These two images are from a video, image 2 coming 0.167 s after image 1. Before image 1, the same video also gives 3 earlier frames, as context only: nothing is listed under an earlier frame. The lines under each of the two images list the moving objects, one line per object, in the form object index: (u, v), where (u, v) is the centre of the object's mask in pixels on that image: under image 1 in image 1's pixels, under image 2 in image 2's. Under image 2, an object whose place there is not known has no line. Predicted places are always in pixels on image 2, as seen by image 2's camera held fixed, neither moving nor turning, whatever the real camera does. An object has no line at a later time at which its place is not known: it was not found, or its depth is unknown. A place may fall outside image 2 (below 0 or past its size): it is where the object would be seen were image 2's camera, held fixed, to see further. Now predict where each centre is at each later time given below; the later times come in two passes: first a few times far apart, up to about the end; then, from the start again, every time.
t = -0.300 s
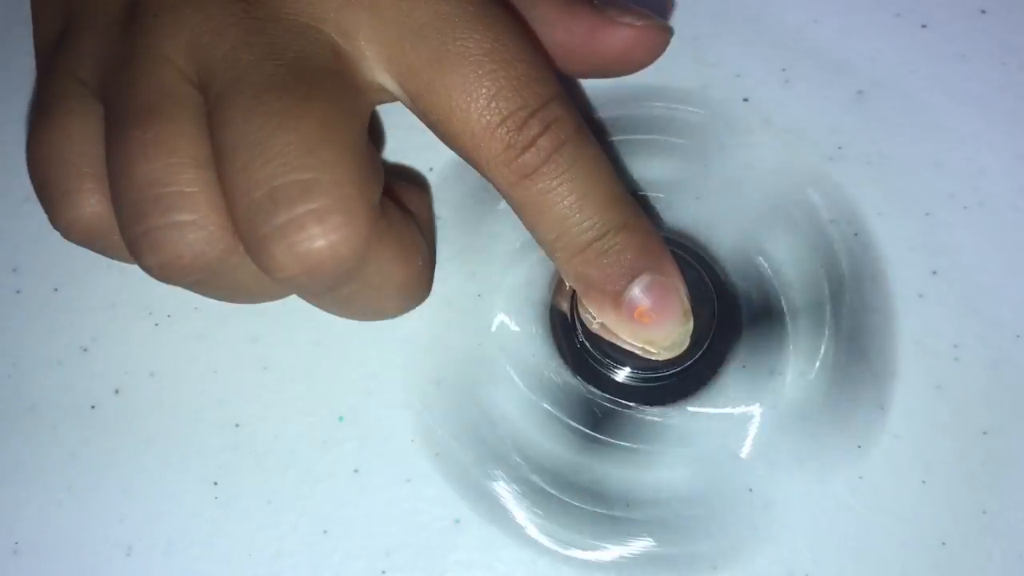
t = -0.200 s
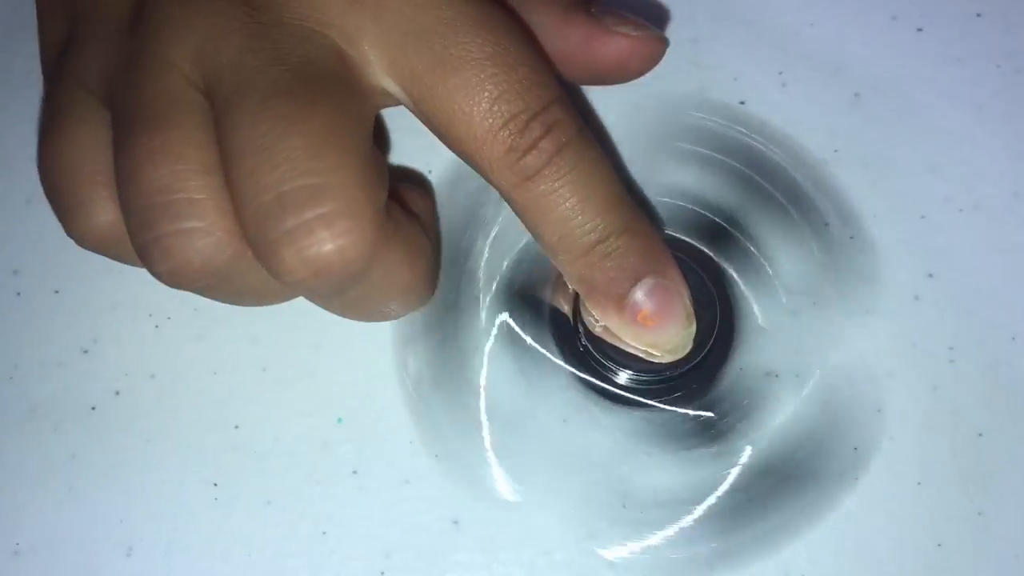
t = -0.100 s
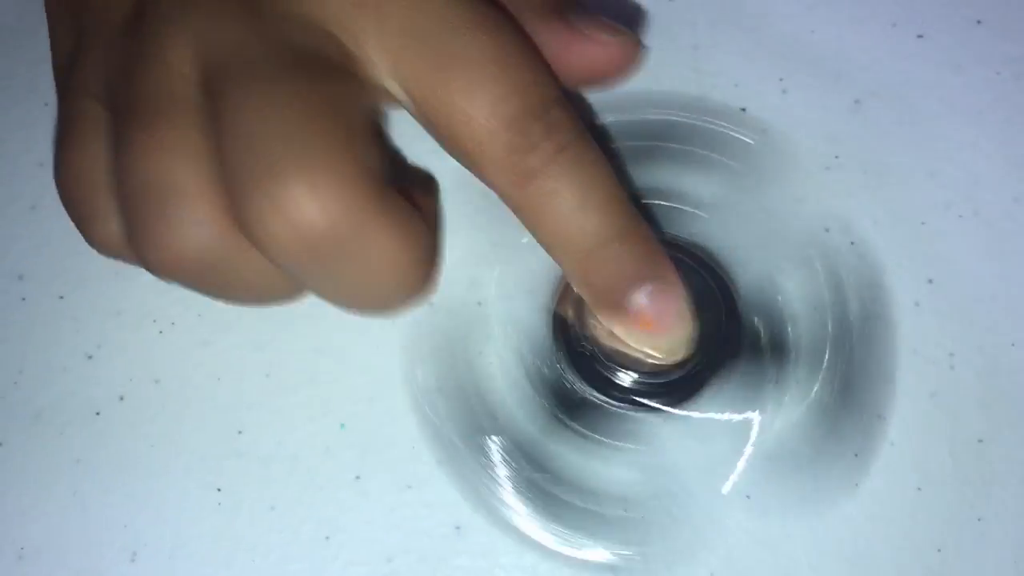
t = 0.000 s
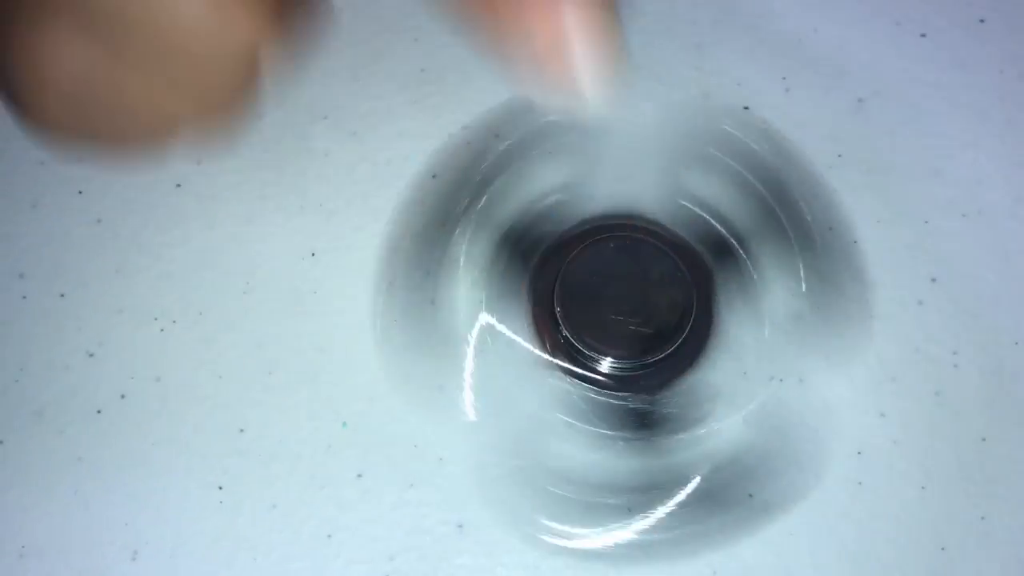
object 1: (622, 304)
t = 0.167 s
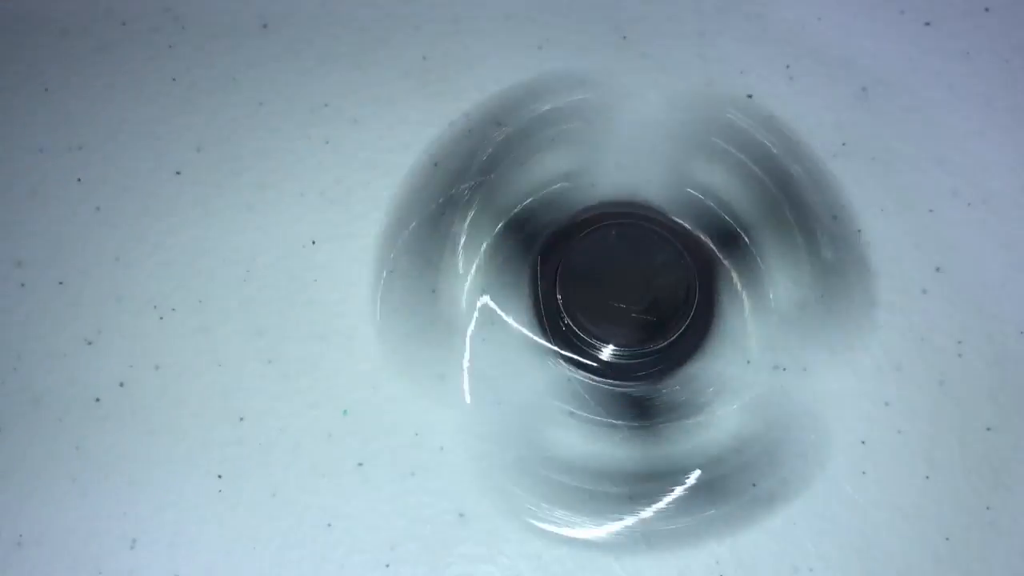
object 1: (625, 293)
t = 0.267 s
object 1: (623, 293)
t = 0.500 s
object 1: (620, 294)
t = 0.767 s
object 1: (622, 292)
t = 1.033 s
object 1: (622, 301)
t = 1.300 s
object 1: (620, 305)
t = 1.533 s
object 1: (621, 301)
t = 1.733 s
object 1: (619, 308)
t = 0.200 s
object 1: (624, 293)
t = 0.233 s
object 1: (625, 292)
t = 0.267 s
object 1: (623, 293)
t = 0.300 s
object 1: (623, 292)
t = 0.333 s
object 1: (623, 291)
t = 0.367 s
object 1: (621, 291)
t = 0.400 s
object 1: (619, 289)
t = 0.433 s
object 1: (621, 290)
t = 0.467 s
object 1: (622, 293)
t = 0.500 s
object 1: (620, 294)
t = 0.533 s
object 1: (626, 292)
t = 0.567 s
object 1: (622, 290)
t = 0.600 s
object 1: (622, 288)
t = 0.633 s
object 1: (625, 292)
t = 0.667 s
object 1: (619, 293)
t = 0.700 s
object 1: (621, 301)
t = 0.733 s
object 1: (617, 298)
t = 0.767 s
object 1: (622, 292)
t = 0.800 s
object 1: (618, 295)
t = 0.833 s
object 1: (619, 297)
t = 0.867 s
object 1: (625, 298)
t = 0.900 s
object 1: (621, 314)
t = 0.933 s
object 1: (617, 292)
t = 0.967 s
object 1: (618, 289)
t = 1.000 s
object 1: (623, 297)
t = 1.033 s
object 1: (622, 301)
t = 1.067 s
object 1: (615, 300)
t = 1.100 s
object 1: (623, 294)
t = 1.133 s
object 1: (625, 297)
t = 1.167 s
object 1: (621, 301)
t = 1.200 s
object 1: (618, 300)
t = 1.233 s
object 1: (620, 303)
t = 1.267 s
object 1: (621, 301)
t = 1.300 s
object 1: (620, 305)
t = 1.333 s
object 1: (618, 308)
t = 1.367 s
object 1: (619, 307)
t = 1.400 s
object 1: (621, 299)
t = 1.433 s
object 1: (617, 307)
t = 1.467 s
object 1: (618, 306)
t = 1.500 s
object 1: (618, 309)
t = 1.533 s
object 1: (621, 301)
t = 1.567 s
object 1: (617, 303)
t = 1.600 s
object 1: (616, 306)
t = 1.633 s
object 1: (617, 309)
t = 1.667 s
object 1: (618, 304)
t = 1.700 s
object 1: (619, 302)
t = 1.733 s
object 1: (619, 308)
